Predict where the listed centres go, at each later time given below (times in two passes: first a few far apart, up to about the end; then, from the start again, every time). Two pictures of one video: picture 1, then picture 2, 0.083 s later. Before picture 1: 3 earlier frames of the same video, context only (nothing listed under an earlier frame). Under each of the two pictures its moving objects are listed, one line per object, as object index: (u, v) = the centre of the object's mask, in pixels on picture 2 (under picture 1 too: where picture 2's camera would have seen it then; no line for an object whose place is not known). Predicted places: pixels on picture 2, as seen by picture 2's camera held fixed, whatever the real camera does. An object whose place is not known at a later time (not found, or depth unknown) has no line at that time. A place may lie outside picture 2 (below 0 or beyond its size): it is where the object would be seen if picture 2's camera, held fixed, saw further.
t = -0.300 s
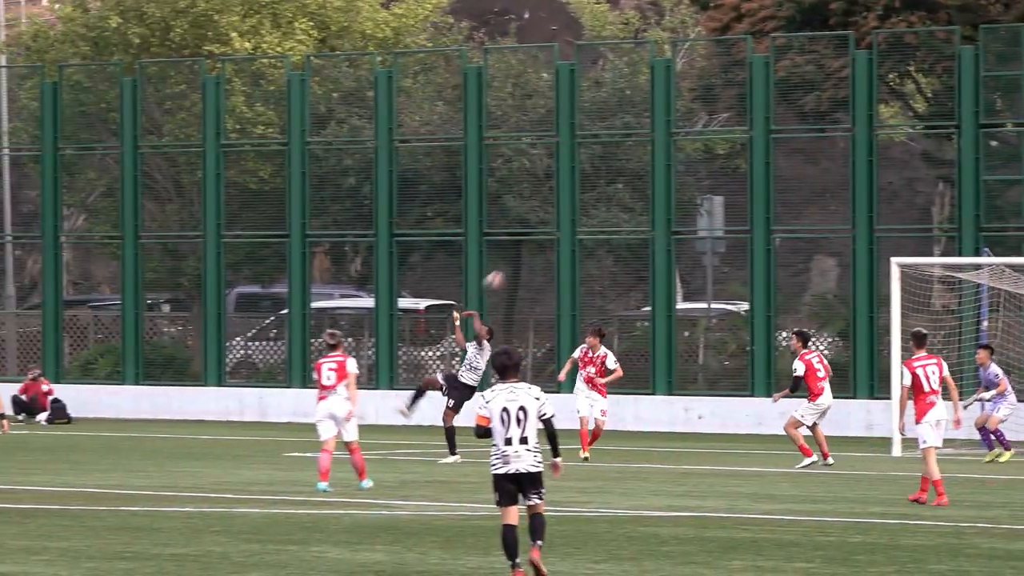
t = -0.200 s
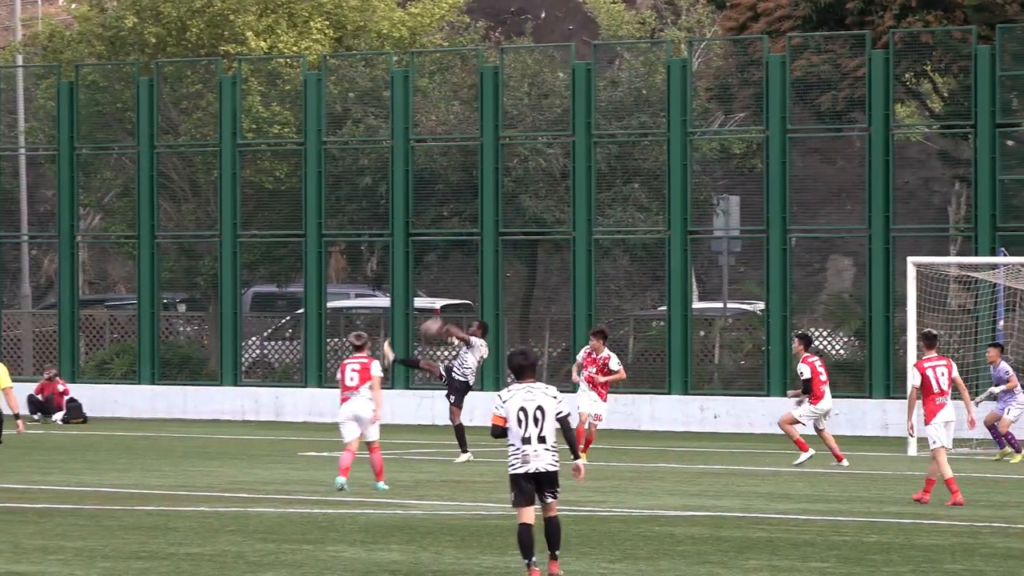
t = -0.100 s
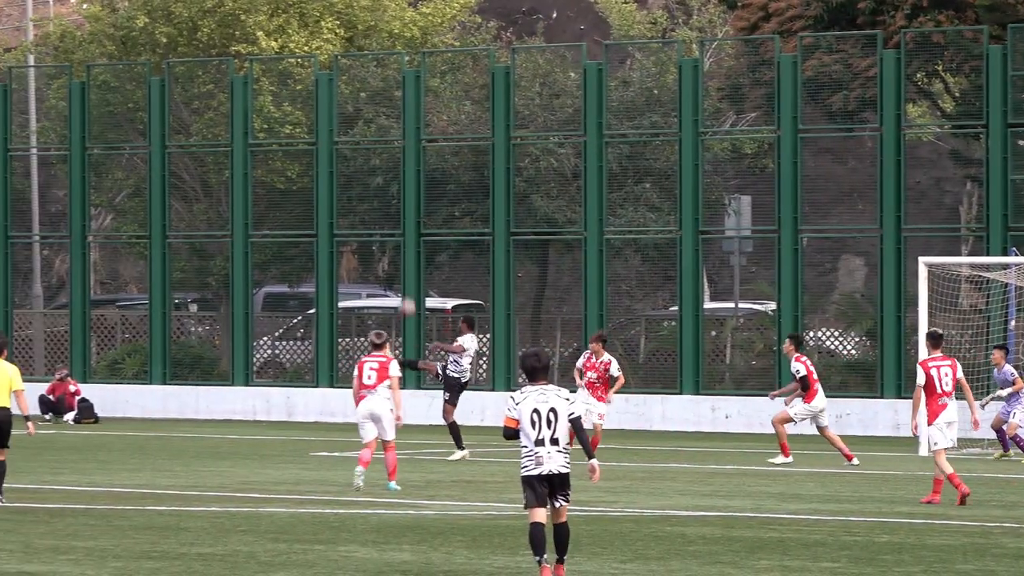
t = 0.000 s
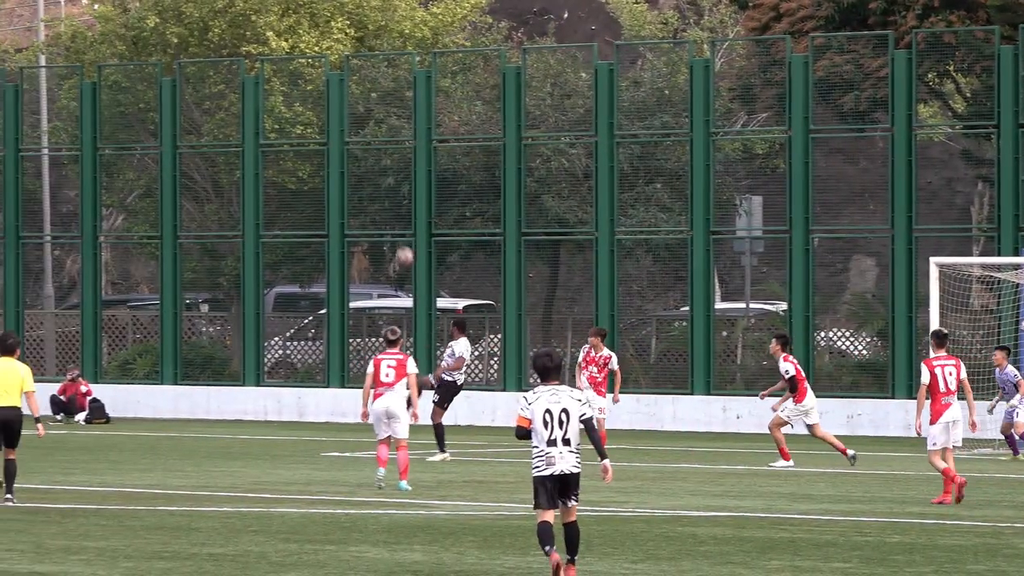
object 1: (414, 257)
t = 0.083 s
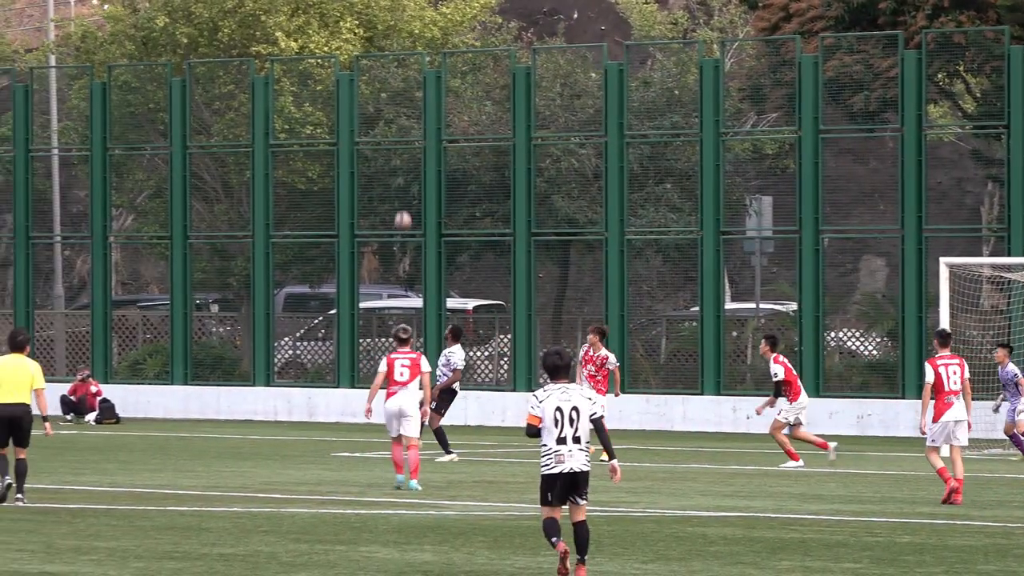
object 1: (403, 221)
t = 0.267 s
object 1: (378, 161)
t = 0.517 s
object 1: (344, 123)
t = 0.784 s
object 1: (308, 135)
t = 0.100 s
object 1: (401, 214)
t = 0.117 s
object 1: (398, 208)
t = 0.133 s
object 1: (396, 202)
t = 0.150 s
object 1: (394, 196)
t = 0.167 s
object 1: (391, 190)
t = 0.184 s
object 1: (389, 184)
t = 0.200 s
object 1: (387, 179)
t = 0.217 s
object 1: (385, 175)
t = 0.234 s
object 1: (383, 169)
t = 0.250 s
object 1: (380, 165)
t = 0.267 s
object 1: (378, 161)
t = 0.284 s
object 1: (376, 157)
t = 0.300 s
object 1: (373, 153)
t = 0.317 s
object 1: (371, 149)
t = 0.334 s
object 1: (368, 146)
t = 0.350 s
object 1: (366, 143)
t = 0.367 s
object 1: (364, 140)
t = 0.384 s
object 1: (362, 138)
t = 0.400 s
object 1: (360, 135)
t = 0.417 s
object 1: (358, 133)
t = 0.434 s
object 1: (355, 130)
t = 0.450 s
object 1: (353, 128)
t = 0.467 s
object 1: (350, 127)
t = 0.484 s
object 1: (349, 126)
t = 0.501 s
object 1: (347, 125)
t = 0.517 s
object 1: (344, 123)
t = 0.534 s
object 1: (341, 122)
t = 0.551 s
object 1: (340, 122)
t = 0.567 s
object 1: (337, 122)
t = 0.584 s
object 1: (335, 122)
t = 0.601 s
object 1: (333, 122)
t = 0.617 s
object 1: (331, 122)
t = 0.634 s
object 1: (328, 123)
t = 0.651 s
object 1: (326, 123)
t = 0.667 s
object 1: (324, 124)
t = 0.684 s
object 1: (322, 125)
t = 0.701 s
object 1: (319, 126)
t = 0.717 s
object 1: (317, 128)
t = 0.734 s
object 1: (315, 130)
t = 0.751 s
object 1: (312, 131)
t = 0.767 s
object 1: (310, 133)
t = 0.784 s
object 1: (308, 135)
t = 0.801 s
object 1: (306, 139)
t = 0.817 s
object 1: (303, 141)
